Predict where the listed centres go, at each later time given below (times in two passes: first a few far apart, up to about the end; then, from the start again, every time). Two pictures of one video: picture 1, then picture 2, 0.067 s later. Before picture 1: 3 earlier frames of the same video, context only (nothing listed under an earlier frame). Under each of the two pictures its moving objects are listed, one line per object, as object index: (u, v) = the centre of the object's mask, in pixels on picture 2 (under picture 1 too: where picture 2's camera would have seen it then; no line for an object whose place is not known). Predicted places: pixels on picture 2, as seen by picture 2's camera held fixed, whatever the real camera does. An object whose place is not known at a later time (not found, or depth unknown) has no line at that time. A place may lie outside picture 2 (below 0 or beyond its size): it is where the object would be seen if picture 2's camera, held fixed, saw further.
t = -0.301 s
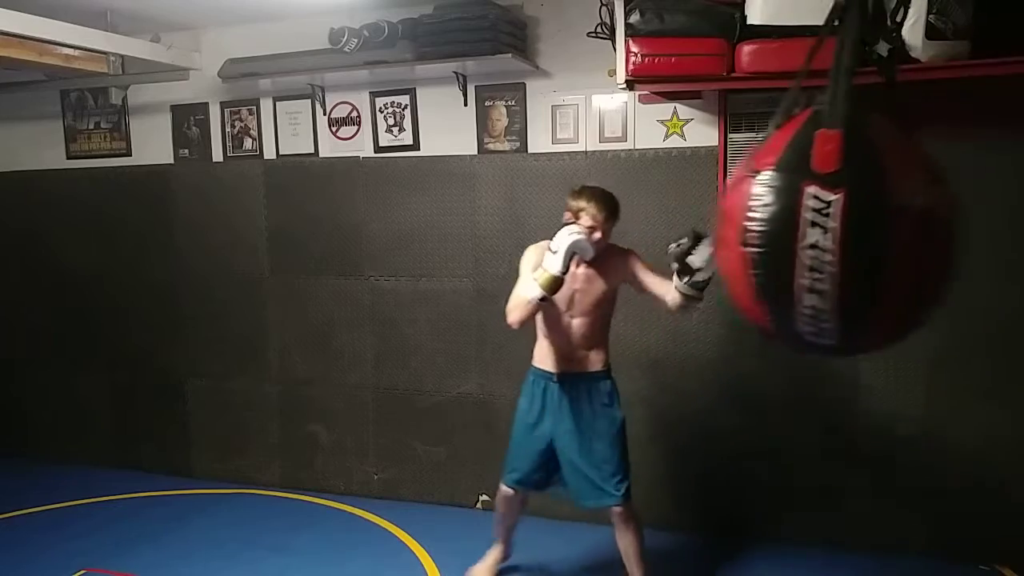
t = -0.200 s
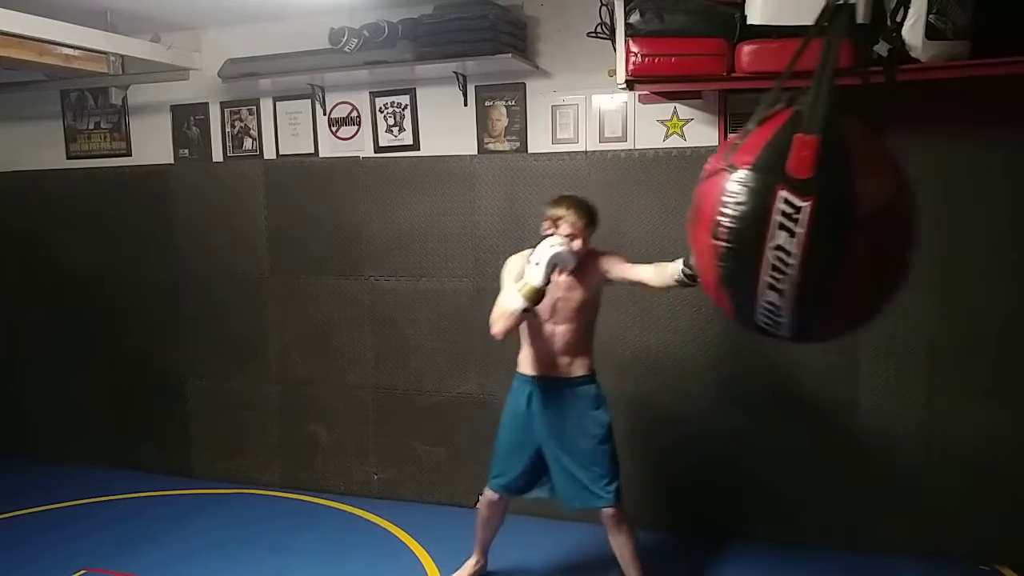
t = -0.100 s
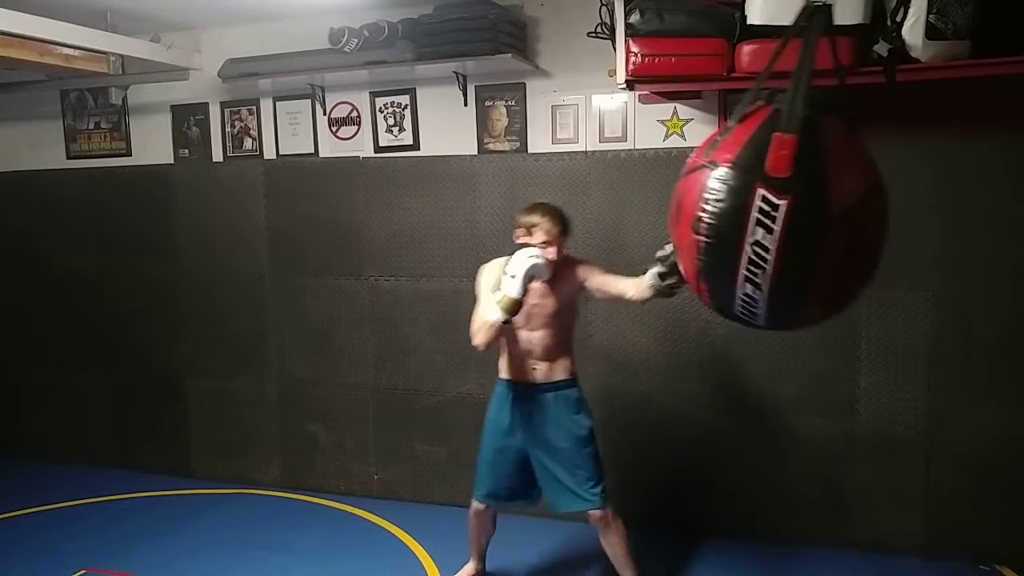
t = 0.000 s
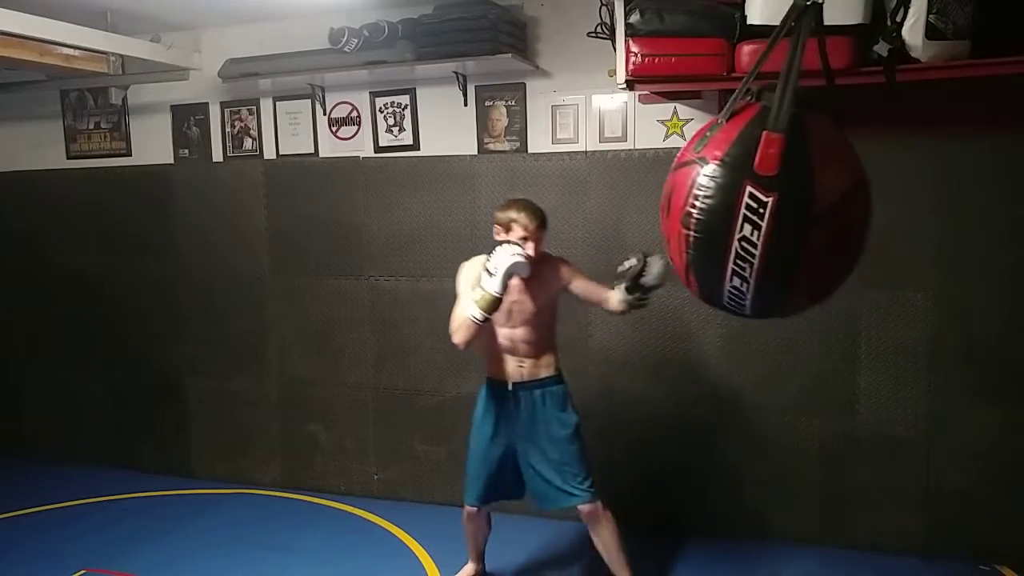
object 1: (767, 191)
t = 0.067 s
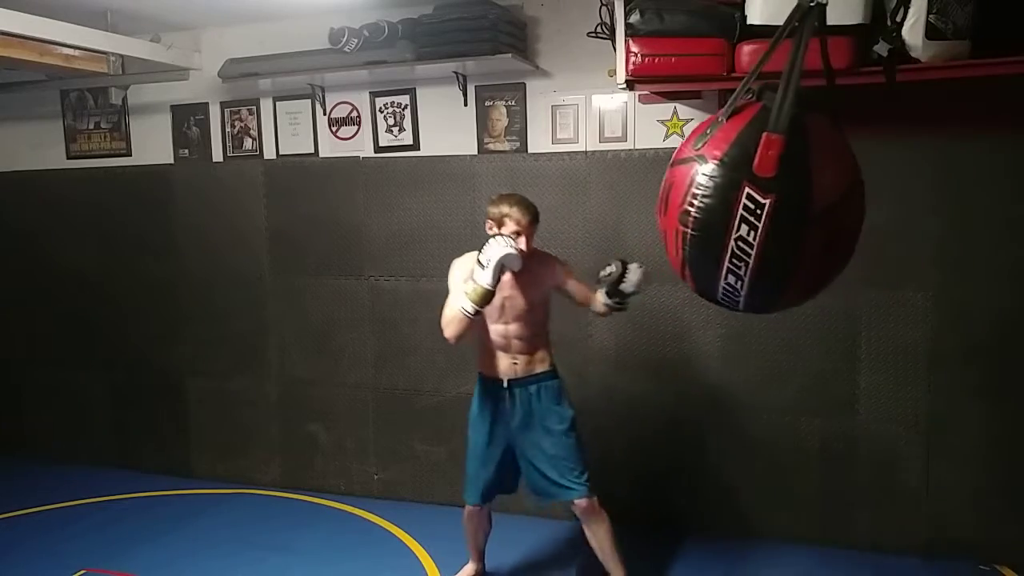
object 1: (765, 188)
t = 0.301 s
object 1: (775, 187)
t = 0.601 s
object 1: (846, 205)
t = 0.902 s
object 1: (931, 204)
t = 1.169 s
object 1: (960, 181)
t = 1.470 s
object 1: (942, 193)
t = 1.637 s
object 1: (911, 211)
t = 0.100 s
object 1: (763, 188)
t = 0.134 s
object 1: (765, 185)
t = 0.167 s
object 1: (765, 185)
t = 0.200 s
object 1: (767, 184)
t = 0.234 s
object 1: (769, 185)
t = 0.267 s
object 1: (772, 187)
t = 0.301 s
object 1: (775, 187)
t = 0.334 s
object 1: (780, 188)
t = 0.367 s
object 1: (786, 190)
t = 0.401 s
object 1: (792, 193)
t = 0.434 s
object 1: (798, 196)
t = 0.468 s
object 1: (807, 198)
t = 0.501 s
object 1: (816, 199)
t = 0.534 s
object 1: (825, 202)
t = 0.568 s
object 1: (834, 204)
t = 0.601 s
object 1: (846, 205)
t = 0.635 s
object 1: (856, 207)
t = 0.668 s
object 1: (867, 207)
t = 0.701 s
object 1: (878, 209)
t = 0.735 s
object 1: (890, 210)
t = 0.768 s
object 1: (902, 210)
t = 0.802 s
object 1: (908, 211)
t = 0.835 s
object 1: (919, 208)
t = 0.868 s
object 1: (925, 205)
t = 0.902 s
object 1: (931, 204)
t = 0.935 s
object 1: (936, 202)
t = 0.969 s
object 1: (941, 198)
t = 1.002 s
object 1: (945, 194)
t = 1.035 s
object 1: (949, 189)
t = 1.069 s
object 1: (952, 186)
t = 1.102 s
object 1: (955, 186)
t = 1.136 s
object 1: (957, 184)
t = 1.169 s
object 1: (960, 181)
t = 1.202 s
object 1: (961, 177)
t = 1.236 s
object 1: (962, 180)
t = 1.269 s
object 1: (962, 180)
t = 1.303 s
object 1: (961, 180)
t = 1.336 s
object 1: (958, 177)
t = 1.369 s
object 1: (956, 184)
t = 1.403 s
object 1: (951, 183)
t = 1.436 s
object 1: (948, 185)
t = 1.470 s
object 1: (942, 193)
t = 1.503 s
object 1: (937, 194)
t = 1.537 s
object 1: (931, 198)
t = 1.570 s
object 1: (925, 202)
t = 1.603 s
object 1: (919, 206)
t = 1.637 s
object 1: (911, 211)
